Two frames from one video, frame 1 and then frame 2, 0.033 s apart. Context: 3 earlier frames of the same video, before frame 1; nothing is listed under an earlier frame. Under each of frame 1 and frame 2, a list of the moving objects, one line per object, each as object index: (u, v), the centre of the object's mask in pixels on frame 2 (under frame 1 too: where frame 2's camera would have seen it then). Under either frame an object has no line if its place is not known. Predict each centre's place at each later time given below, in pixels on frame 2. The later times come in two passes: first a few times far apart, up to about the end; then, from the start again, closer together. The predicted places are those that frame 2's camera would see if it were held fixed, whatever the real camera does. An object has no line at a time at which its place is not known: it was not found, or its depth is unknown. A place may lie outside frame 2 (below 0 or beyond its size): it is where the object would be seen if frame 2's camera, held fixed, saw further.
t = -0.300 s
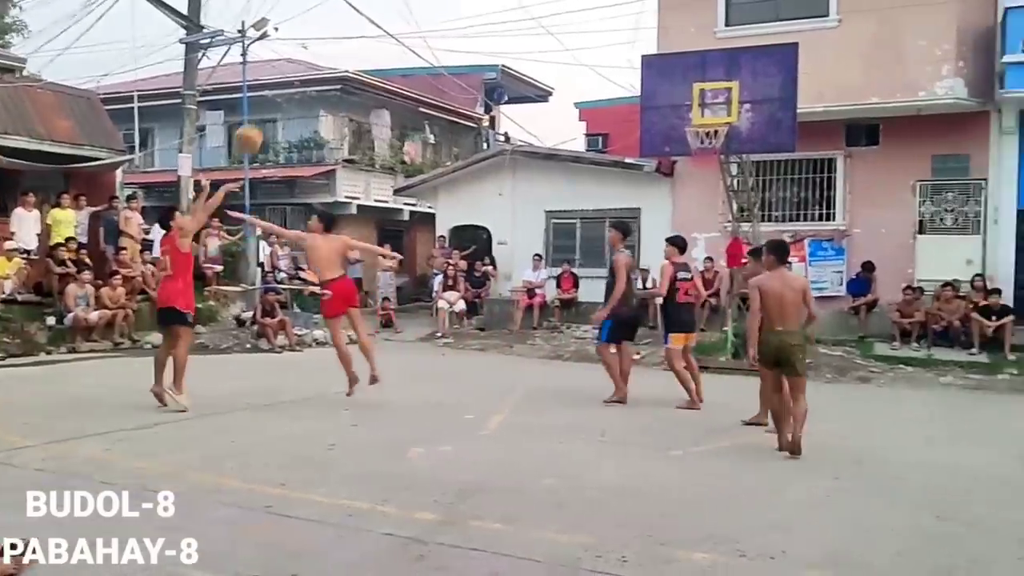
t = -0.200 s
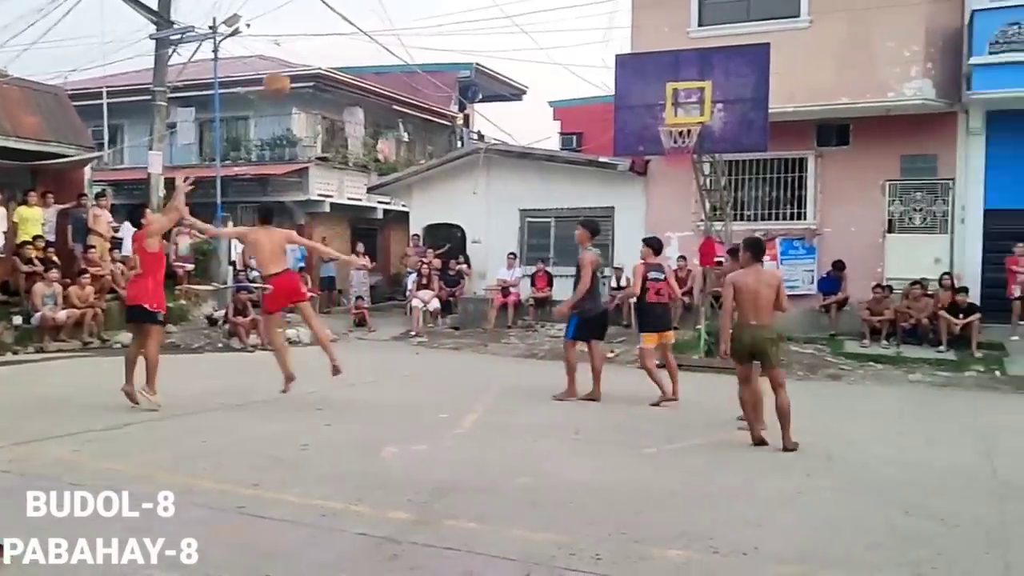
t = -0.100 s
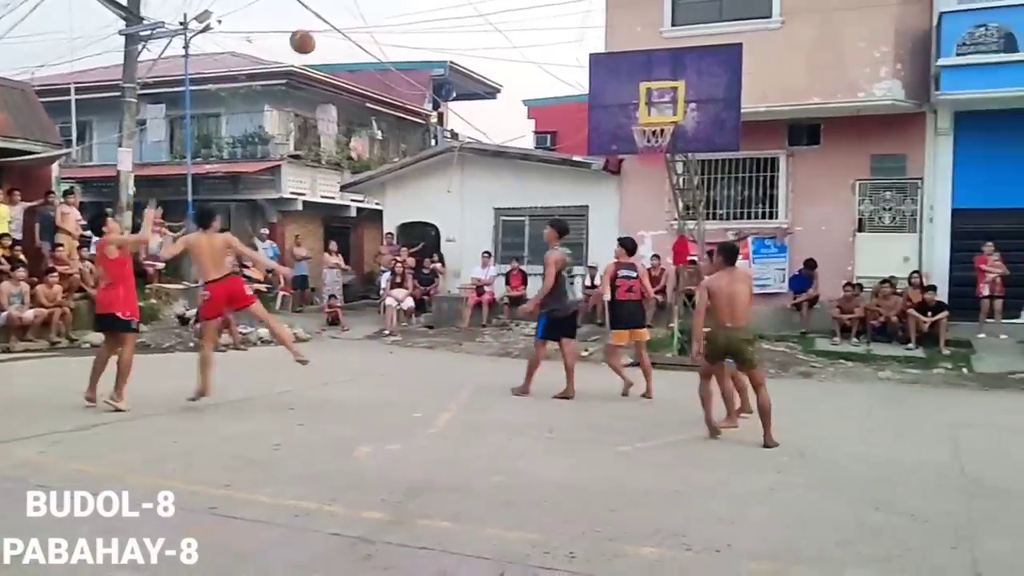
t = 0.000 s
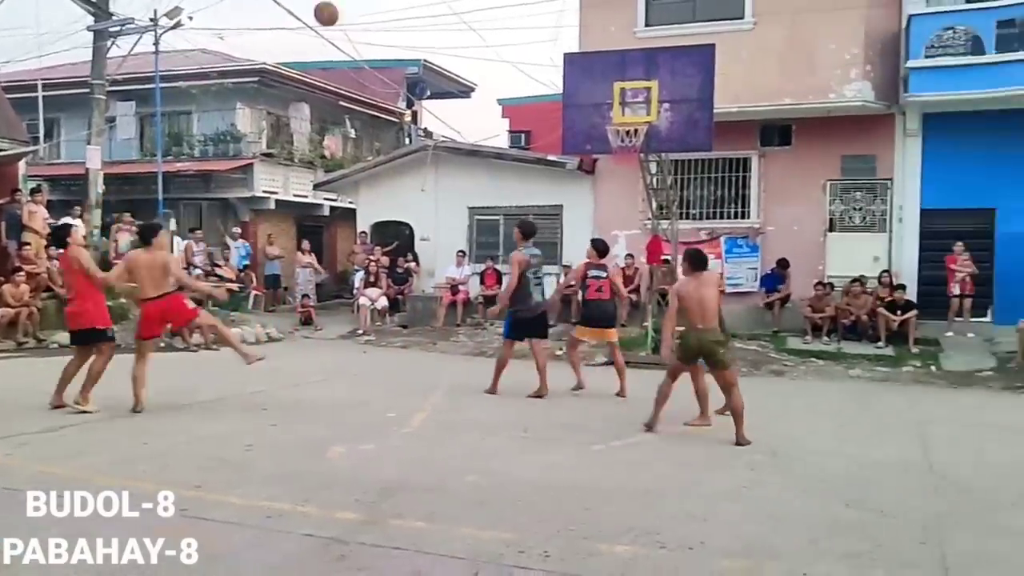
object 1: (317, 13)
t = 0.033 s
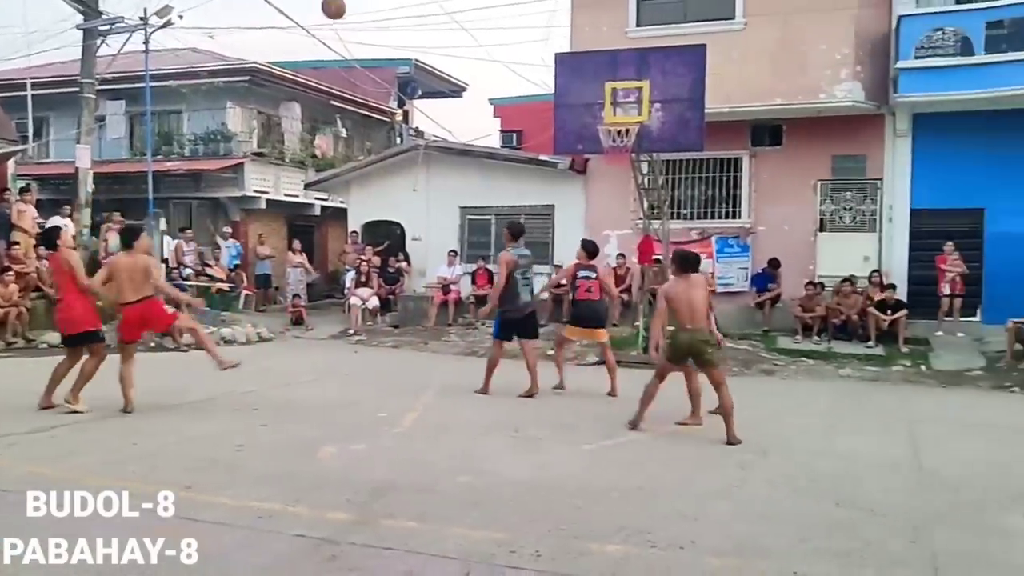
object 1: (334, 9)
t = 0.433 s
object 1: (506, 21)
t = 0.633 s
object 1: (576, 76)
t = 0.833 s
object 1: (618, 96)
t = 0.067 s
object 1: (349, 7)
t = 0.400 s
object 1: (493, 15)
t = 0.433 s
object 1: (506, 21)
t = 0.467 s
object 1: (518, 29)
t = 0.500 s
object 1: (531, 37)
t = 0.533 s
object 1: (542, 46)
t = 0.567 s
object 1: (554, 57)
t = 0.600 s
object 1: (565, 65)
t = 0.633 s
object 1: (576, 76)
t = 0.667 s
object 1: (587, 88)
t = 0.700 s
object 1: (597, 102)
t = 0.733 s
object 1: (608, 116)
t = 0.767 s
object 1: (611, 110)
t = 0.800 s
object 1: (615, 101)
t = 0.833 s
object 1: (618, 96)
